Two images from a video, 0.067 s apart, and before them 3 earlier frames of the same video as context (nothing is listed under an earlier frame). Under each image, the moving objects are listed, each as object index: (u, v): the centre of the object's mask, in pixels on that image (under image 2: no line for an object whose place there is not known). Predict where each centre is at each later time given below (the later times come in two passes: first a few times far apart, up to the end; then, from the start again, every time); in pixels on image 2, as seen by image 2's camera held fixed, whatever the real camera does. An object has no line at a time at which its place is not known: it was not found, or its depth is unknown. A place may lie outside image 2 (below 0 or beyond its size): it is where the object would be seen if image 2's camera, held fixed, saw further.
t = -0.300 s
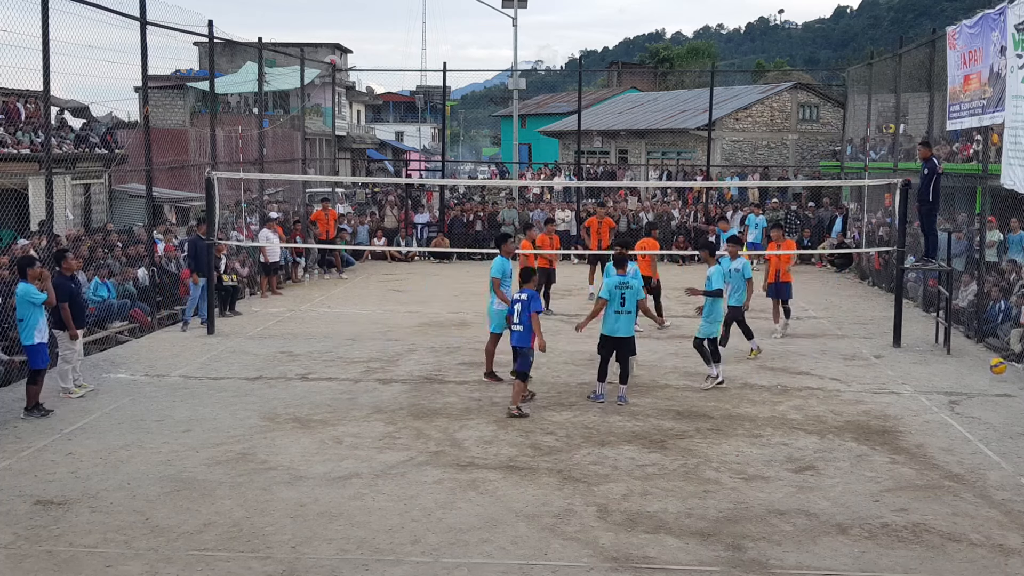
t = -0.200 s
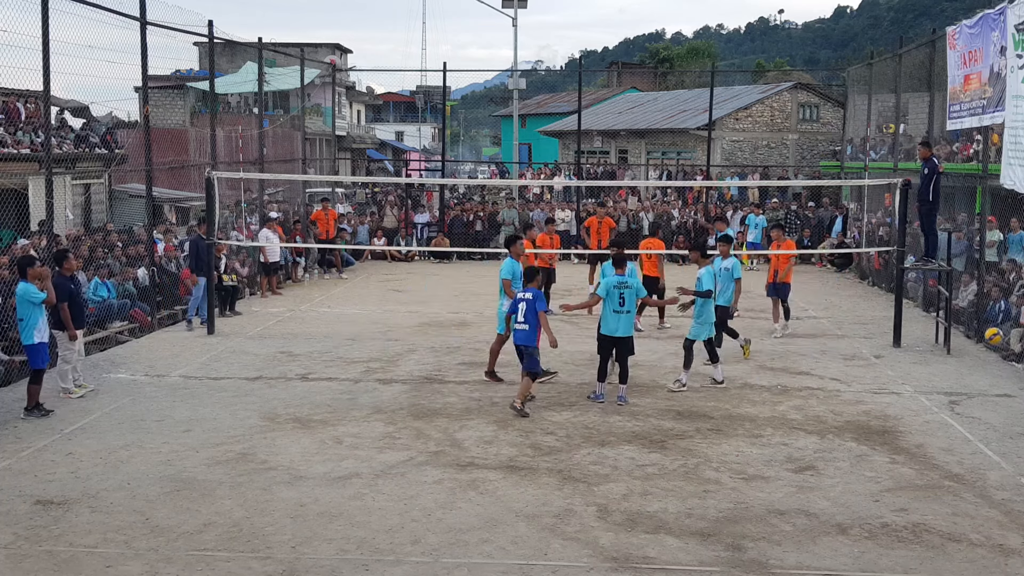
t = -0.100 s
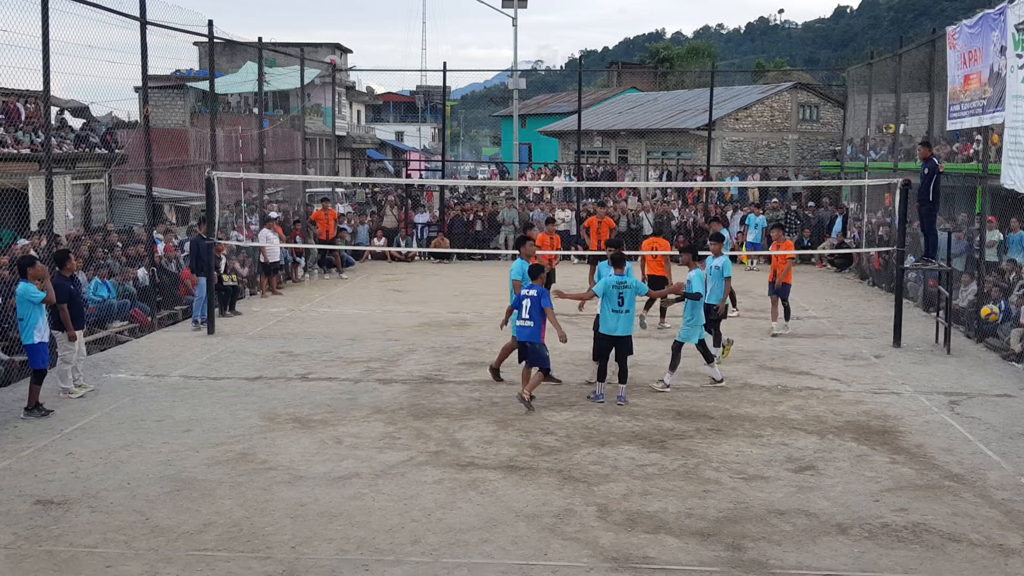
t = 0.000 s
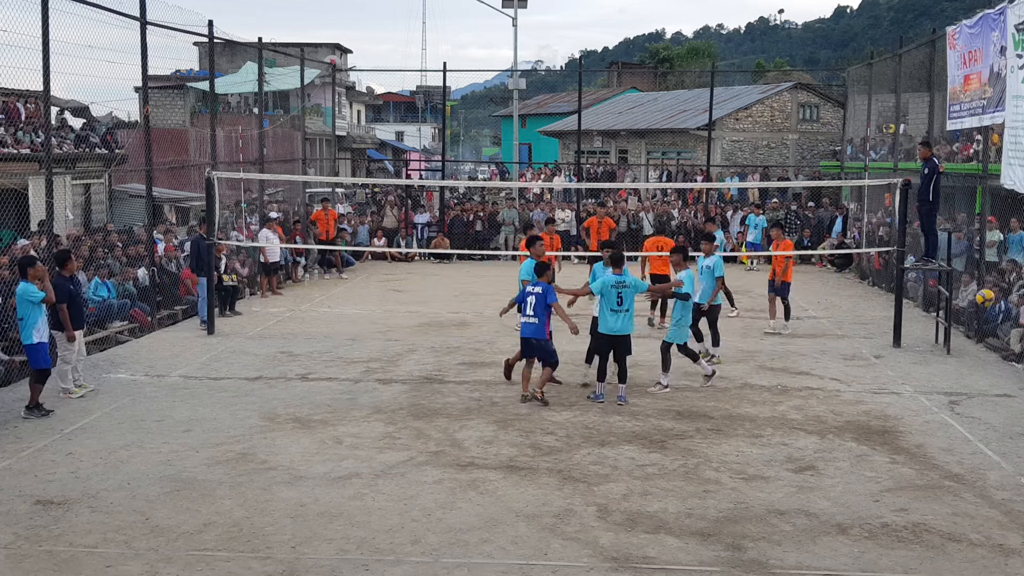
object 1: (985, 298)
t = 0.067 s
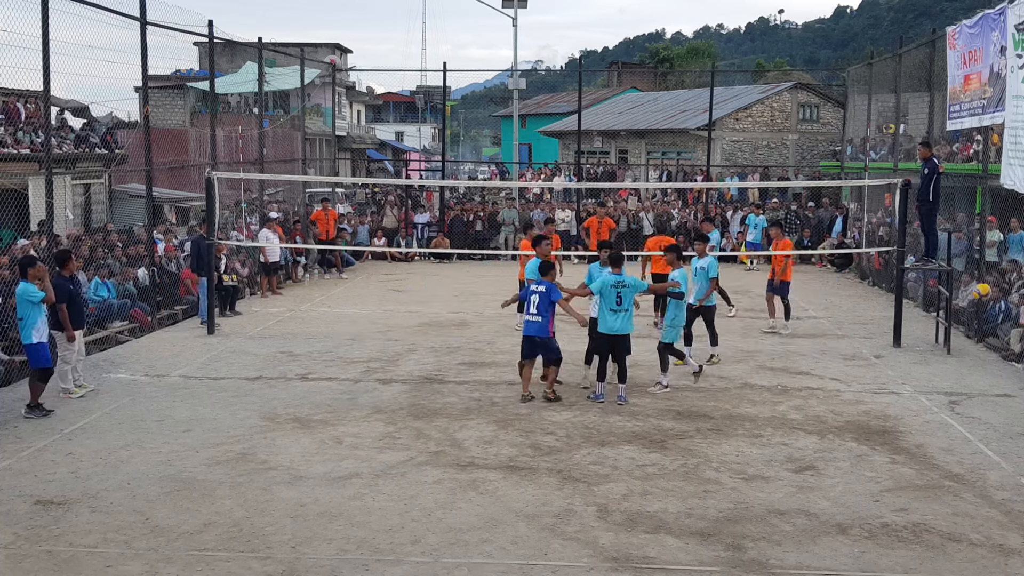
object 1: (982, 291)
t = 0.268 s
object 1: (971, 295)
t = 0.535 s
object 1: (954, 350)
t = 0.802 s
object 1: (942, 340)
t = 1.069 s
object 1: (930, 331)
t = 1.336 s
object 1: (916, 378)
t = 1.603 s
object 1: (903, 349)
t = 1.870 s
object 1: (890, 374)
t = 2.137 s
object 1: (880, 360)
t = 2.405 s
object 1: (870, 374)
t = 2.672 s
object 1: (859, 377)
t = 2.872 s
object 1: (851, 372)
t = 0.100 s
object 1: (980, 290)
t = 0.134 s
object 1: (979, 290)
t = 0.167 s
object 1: (976, 290)
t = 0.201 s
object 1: (975, 290)
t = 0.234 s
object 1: (973, 293)
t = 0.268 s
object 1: (971, 295)
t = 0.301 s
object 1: (969, 300)
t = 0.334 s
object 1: (967, 304)
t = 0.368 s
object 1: (965, 310)
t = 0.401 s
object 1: (963, 316)
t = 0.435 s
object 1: (961, 323)
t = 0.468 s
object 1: (959, 332)
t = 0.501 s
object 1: (956, 341)
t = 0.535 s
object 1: (954, 350)
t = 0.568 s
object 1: (952, 361)
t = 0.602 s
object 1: (950, 374)
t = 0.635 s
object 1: (948, 375)
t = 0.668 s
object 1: (947, 367)
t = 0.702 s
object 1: (946, 358)
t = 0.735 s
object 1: (945, 351)
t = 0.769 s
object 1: (944, 345)
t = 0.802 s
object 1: (942, 340)
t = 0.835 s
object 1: (940, 336)
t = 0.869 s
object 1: (939, 332)
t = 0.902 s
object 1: (938, 330)
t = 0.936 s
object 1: (936, 328)
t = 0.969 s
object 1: (935, 328)
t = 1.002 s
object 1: (933, 328)
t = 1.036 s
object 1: (932, 329)
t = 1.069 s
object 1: (930, 331)
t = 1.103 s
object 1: (929, 333)
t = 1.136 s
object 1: (927, 337)
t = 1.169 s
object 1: (925, 341)
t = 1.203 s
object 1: (923, 346)
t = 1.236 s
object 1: (921, 353)
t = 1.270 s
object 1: (919, 360)
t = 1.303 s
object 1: (917, 369)
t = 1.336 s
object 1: (916, 378)
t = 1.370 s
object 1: (914, 375)
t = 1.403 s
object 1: (913, 368)
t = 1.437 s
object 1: (912, 363)
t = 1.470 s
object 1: (910, 358)
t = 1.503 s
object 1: (909, 355)
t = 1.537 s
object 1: (907, 352)
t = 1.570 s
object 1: (905, 350)
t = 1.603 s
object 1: (903, 349)
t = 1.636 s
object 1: (902, 349)
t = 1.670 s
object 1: (900, 350)
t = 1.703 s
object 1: (899, 352)
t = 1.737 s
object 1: (897, 354)
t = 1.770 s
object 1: (895, 358)
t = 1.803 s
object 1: (894, 362)
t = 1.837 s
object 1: (892, 368)
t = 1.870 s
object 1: (890, 374)
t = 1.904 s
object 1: (888, 378)
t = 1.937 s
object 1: (887, 373)
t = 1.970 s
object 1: (886, 369)
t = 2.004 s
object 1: (885, 365)
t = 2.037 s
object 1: (884, 362)
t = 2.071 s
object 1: (883, 361)
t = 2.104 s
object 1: (882, 360)
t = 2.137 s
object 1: (880, 360)
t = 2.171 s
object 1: (879, 361)
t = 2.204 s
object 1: (878, 363)
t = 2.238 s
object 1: (877, 365)
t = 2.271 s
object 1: (876, 369)
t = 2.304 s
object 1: (874, 374)
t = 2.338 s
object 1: (873, 378)
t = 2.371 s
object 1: (871, 377)
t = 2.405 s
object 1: (870, 374)
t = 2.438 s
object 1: (869, 372)
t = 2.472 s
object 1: (868, 369)
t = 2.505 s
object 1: (866, 368)
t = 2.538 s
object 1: (865, 368)
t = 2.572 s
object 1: (863, 369)
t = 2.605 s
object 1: (862, 370)
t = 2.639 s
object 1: (860, 373)
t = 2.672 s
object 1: (859, 377)
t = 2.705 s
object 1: (857, 381)
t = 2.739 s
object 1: (856, 378)
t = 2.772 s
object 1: (854, 375)
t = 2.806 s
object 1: (854, 373)
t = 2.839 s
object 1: (852, 373)
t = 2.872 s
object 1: (851, 372)
